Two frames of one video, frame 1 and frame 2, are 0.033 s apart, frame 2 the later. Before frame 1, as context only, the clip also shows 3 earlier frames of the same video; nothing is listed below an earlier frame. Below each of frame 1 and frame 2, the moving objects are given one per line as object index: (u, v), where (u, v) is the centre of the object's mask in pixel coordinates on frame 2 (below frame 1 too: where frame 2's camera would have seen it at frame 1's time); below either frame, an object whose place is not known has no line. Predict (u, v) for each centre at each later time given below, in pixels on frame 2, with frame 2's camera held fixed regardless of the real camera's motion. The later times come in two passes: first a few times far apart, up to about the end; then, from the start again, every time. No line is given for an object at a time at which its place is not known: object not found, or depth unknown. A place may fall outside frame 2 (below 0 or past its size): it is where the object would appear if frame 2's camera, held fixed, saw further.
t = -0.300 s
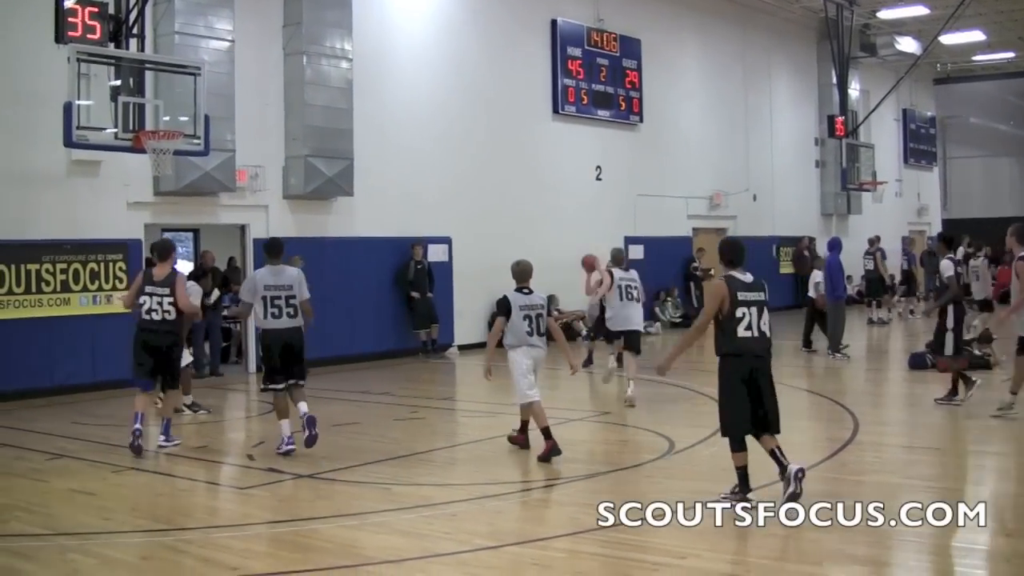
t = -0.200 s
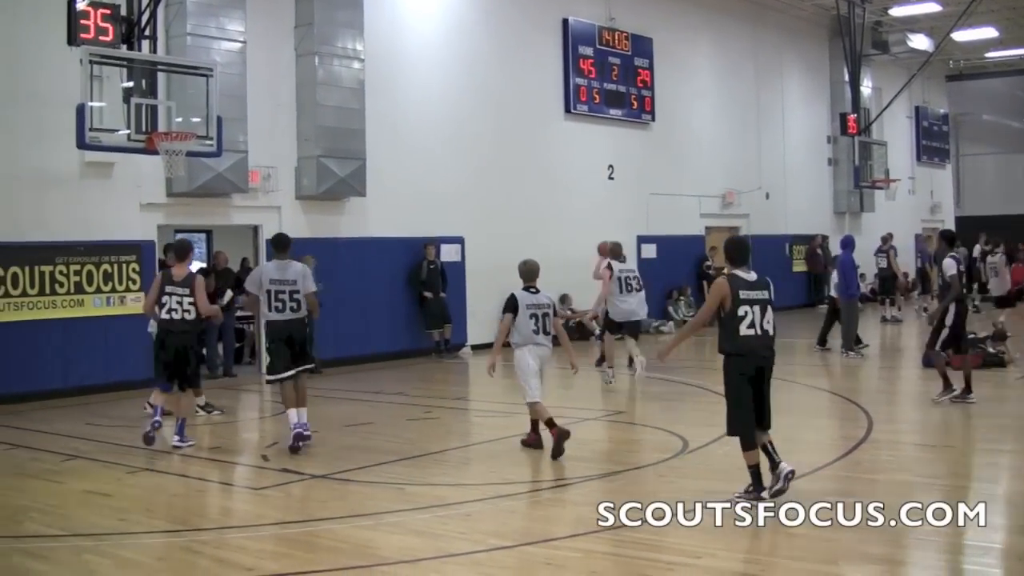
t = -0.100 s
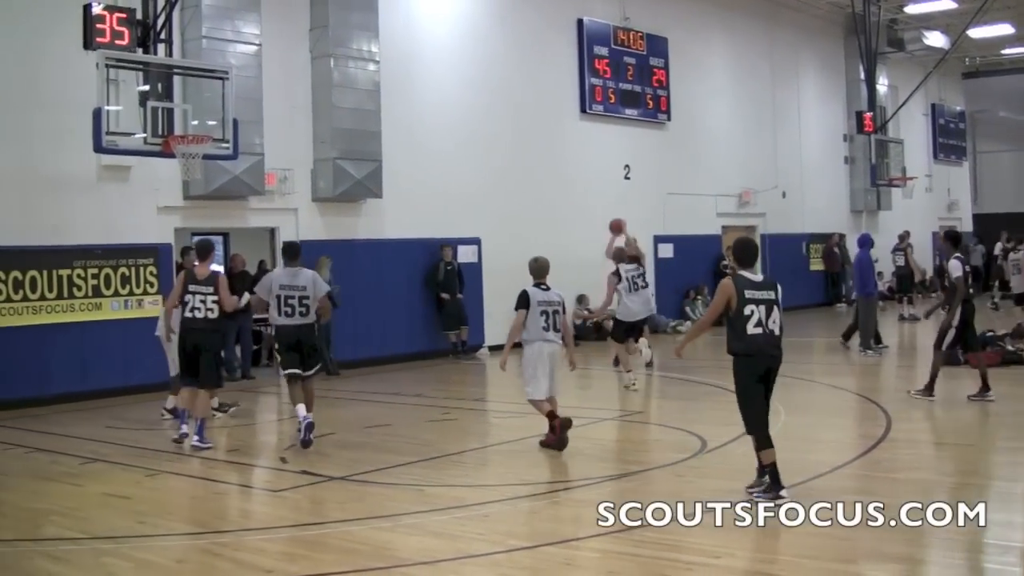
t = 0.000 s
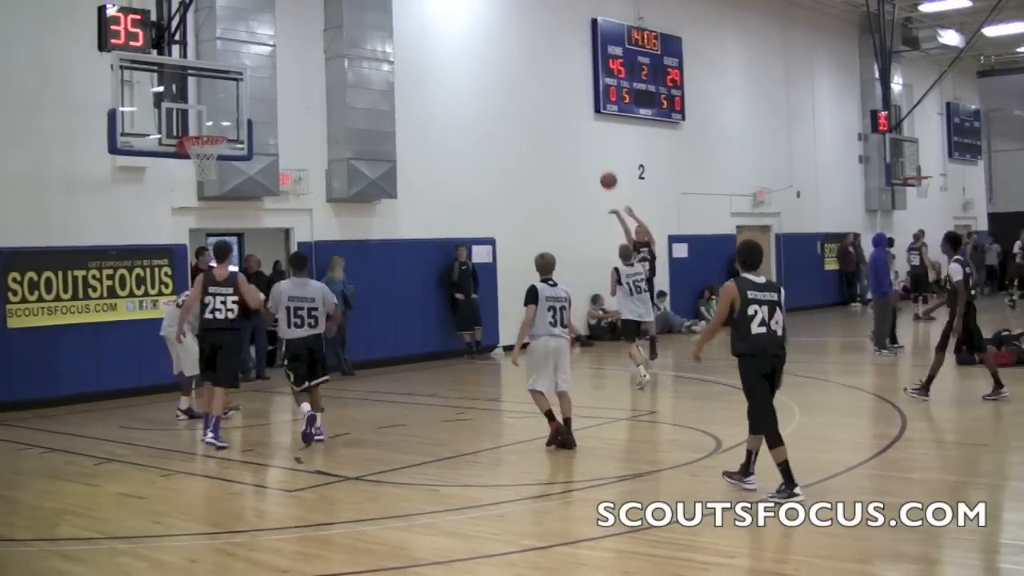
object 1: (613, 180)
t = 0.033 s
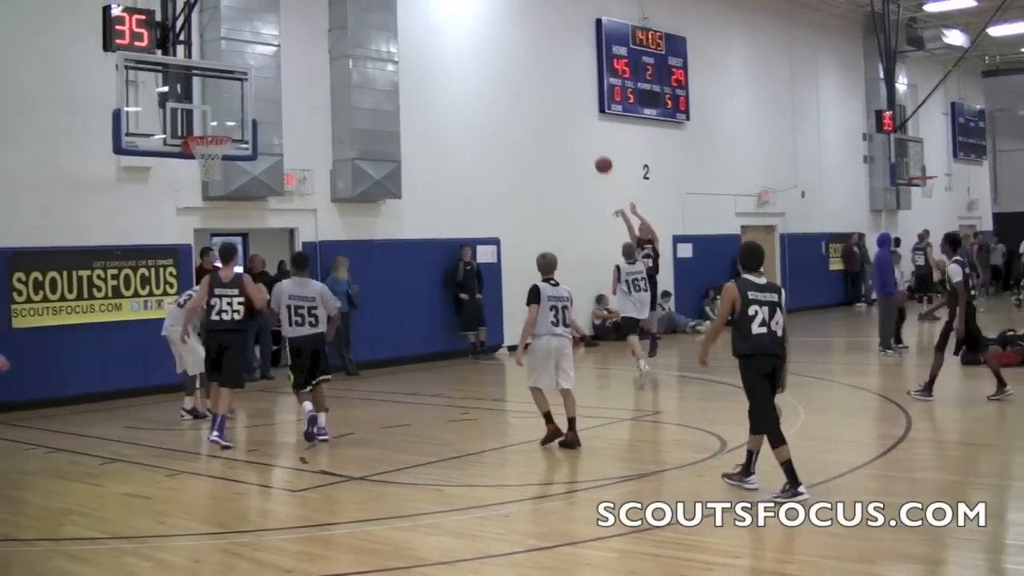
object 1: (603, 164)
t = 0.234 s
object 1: (546, 83)
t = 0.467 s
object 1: (480, 20)
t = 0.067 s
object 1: (593, 149)
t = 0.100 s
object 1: (584, 135)
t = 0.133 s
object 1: (574, 121)
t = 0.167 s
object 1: (565, 108)
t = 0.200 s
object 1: (555, 96)
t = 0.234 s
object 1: (546, 83)
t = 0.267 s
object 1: (536, 73)
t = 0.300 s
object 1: (527, 62)
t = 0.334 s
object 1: (517, 52)
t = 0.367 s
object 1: (507, 43)
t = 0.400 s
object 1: (500, 35)
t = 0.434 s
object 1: (487, 27)
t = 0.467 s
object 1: (480, 20)
